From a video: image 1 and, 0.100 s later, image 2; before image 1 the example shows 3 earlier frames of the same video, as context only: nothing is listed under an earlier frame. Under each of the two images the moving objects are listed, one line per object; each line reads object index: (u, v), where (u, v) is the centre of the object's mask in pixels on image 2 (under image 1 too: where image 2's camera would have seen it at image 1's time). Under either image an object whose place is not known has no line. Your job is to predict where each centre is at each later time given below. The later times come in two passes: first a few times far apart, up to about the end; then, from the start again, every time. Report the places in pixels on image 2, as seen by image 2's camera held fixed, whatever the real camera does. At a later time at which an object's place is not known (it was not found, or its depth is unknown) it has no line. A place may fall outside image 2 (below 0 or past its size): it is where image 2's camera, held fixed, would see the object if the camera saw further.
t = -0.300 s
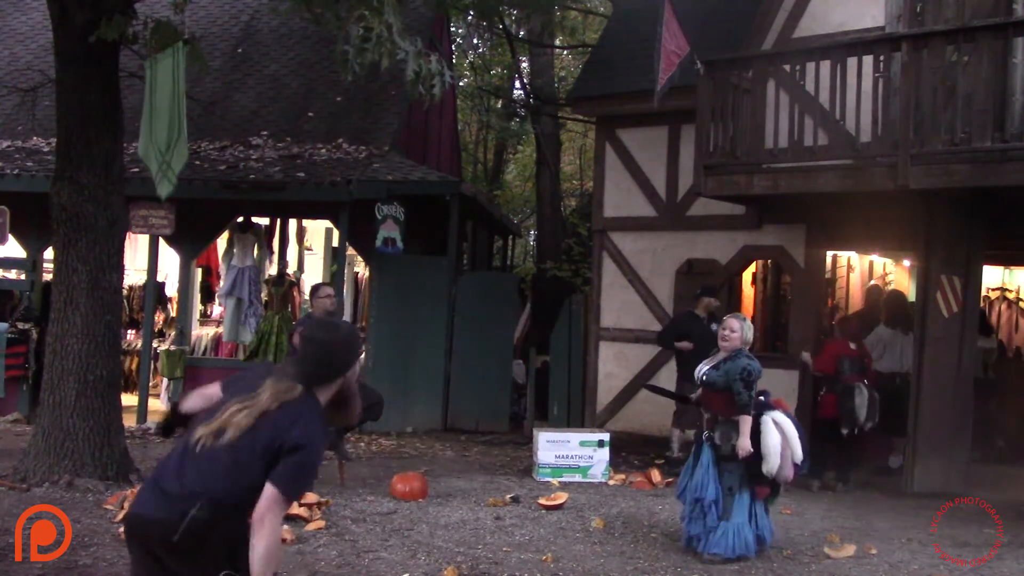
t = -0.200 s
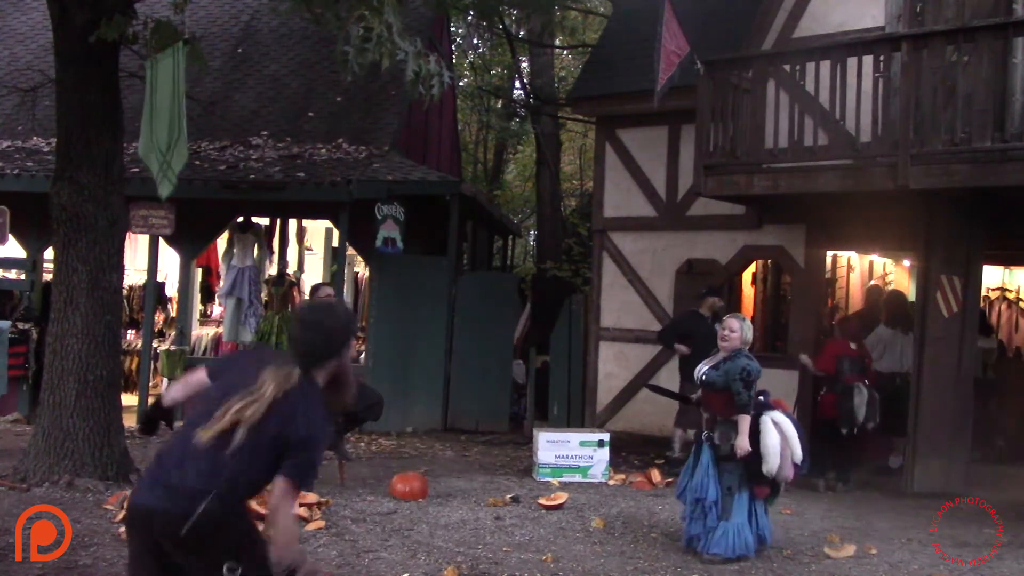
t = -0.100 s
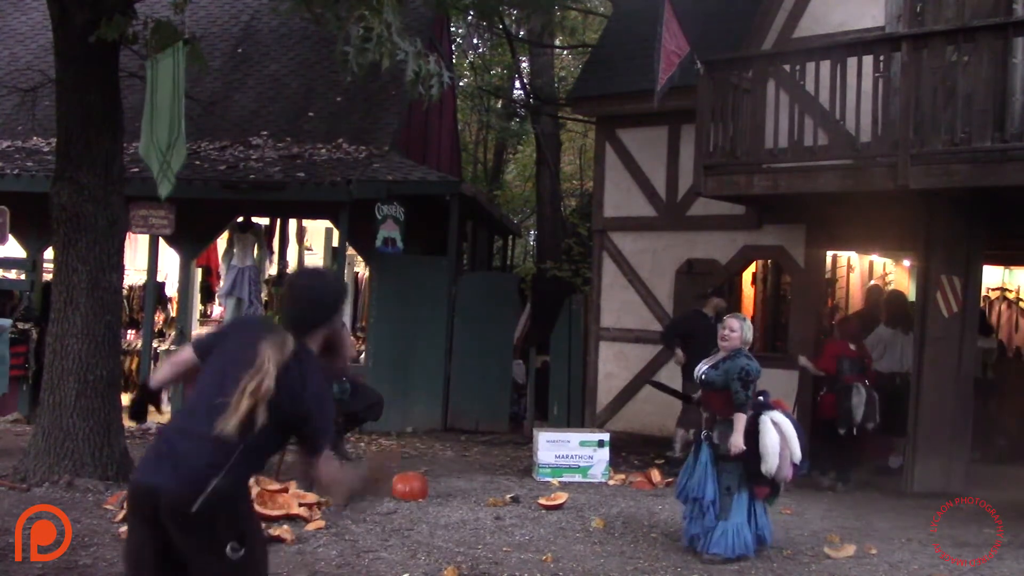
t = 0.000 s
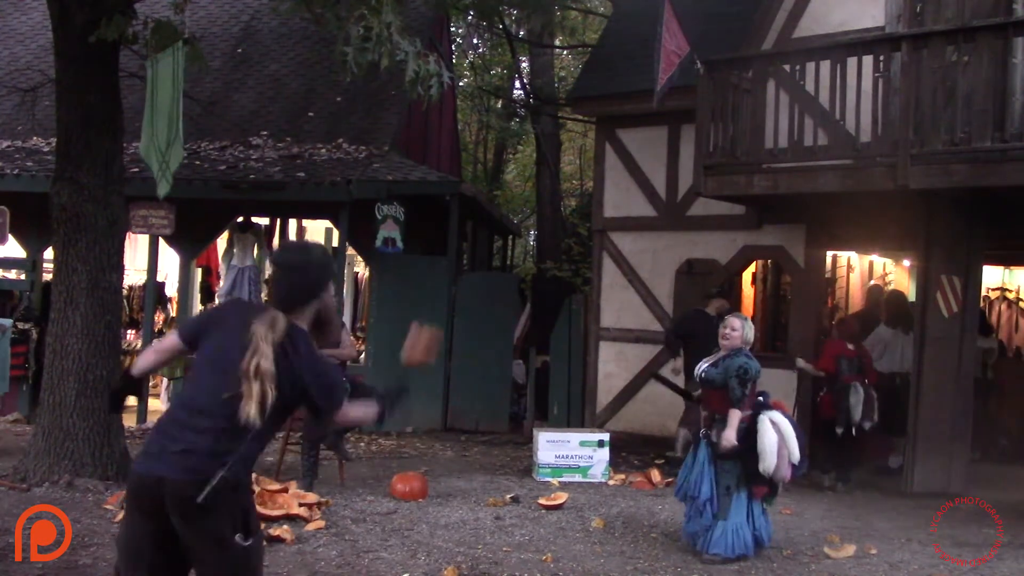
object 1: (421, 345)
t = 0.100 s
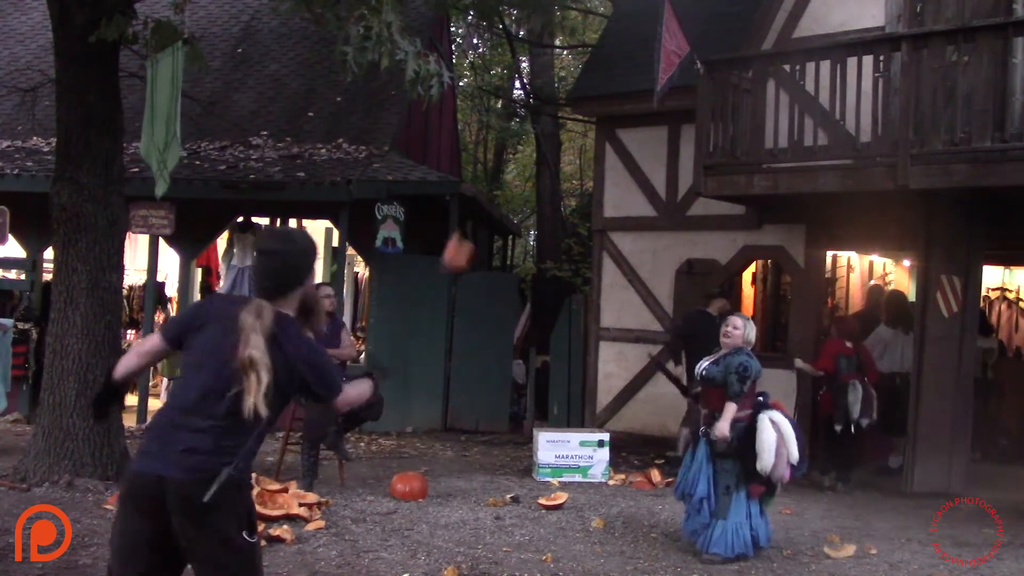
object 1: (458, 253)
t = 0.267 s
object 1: (508, 164)
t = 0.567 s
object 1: (572, 183)
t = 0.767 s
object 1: (599, 292)
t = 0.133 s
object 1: (469, 228)
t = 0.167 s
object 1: (479, 209)
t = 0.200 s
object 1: (490, 192)
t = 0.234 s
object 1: (500, 178)
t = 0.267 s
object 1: (508, 164)
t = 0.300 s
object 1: (517, 157)
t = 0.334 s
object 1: (525, 153)
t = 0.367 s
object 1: (534, 150)
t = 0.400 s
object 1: (541, 149)
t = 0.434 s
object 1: (548, 154)
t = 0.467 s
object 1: (554, 157)
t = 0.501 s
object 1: (560, 166)
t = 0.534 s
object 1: (566, 172)
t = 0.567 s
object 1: (572, 183)
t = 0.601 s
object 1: (578, 196)
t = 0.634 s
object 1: (584, 214)
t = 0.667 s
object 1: (587, 229)
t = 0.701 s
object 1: (592, 249)
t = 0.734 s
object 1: (595, 267)
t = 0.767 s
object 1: (599, 292)
